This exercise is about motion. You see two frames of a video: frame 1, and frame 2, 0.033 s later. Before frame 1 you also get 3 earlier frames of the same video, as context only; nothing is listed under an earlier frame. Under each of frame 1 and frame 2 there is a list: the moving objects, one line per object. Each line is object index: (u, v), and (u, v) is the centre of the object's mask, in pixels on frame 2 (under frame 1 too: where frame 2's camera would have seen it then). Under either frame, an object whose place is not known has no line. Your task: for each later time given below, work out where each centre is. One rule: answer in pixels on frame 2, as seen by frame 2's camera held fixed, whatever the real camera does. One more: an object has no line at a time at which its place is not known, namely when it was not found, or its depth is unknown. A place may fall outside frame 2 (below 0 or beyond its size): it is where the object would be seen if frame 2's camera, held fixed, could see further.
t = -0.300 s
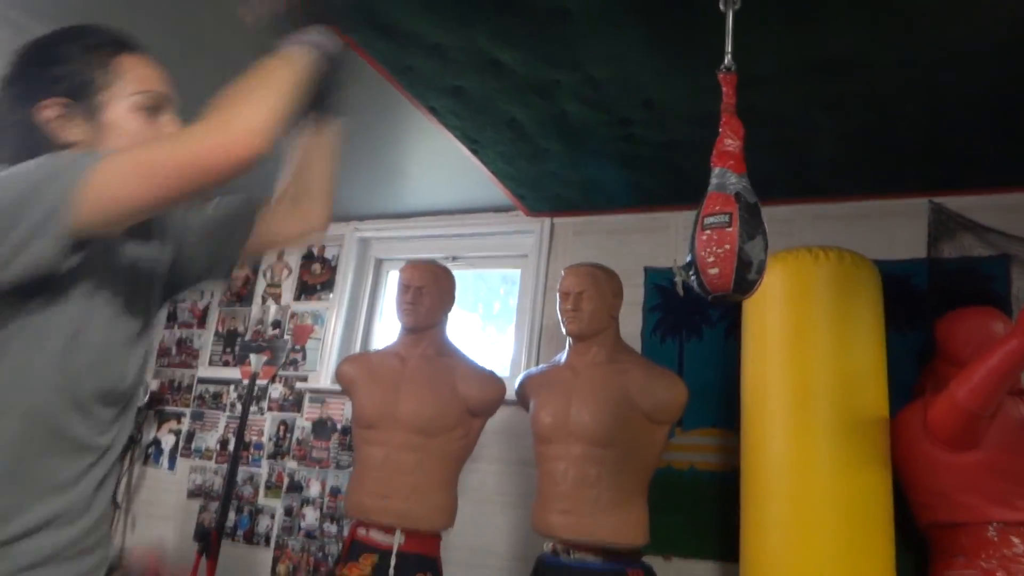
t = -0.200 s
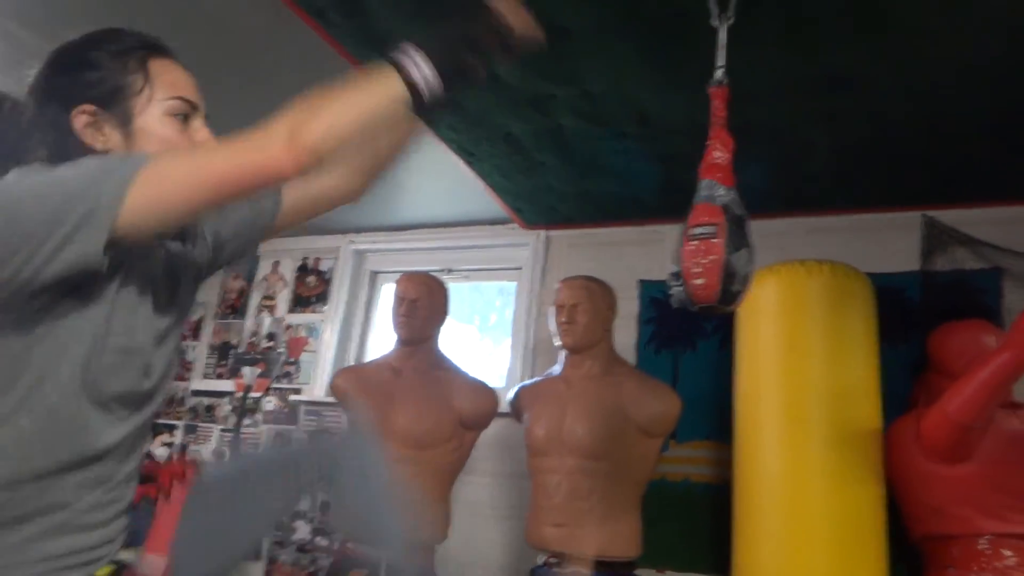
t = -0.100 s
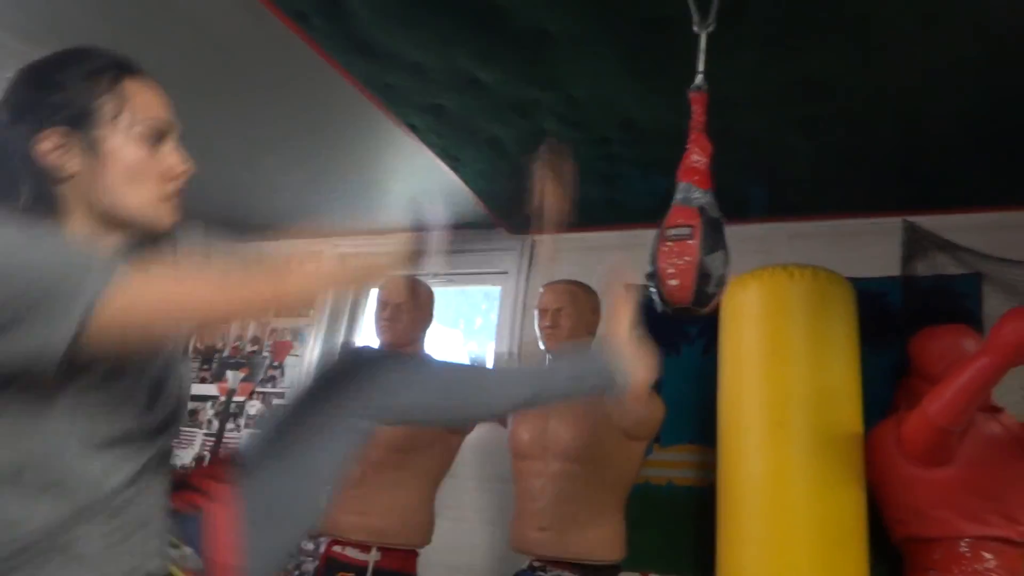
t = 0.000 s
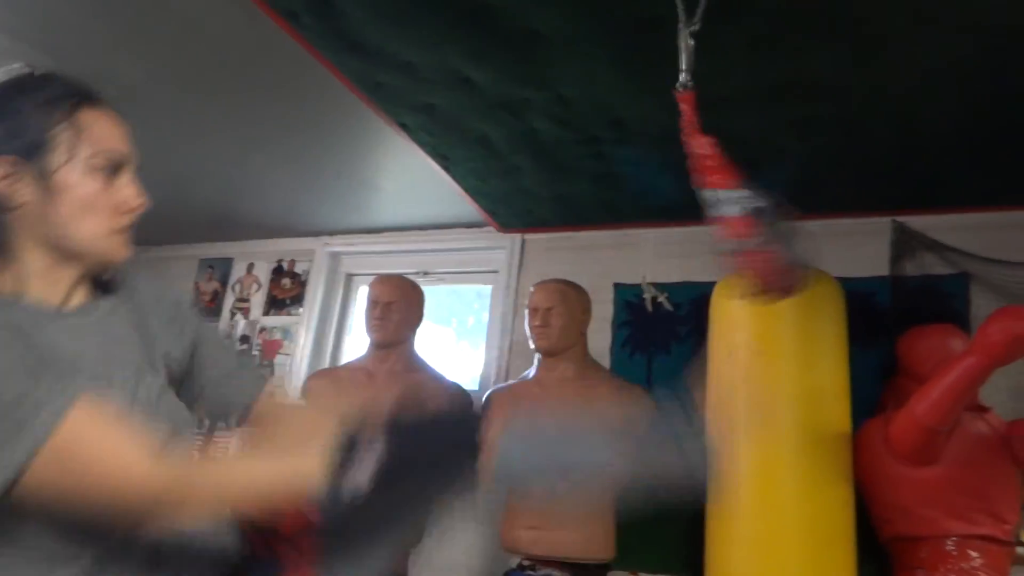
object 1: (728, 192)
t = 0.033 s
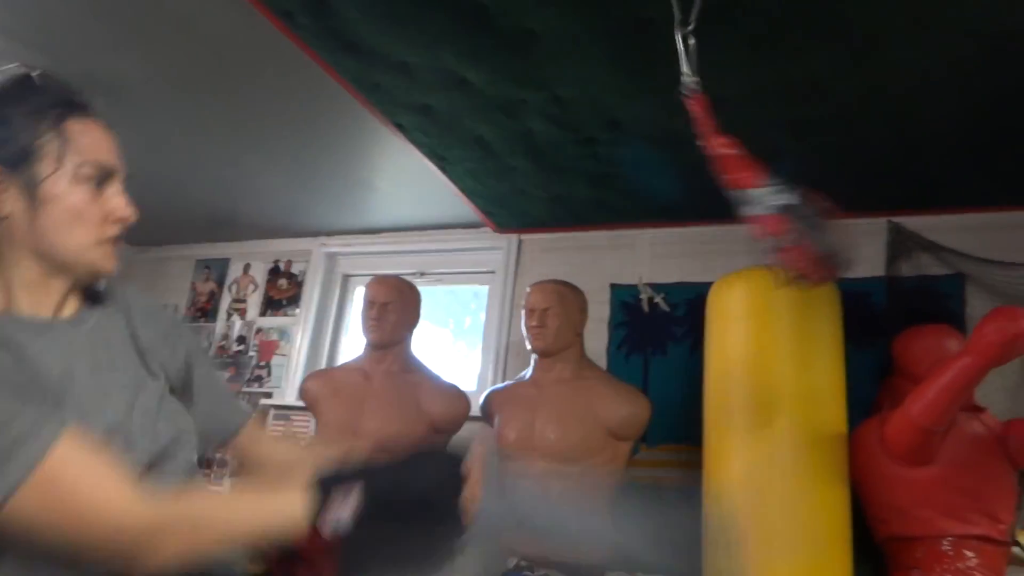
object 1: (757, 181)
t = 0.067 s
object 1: (786, 172)
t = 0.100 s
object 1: (811, 163)
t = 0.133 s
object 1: (831, 152)
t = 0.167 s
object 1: (848, 140)
